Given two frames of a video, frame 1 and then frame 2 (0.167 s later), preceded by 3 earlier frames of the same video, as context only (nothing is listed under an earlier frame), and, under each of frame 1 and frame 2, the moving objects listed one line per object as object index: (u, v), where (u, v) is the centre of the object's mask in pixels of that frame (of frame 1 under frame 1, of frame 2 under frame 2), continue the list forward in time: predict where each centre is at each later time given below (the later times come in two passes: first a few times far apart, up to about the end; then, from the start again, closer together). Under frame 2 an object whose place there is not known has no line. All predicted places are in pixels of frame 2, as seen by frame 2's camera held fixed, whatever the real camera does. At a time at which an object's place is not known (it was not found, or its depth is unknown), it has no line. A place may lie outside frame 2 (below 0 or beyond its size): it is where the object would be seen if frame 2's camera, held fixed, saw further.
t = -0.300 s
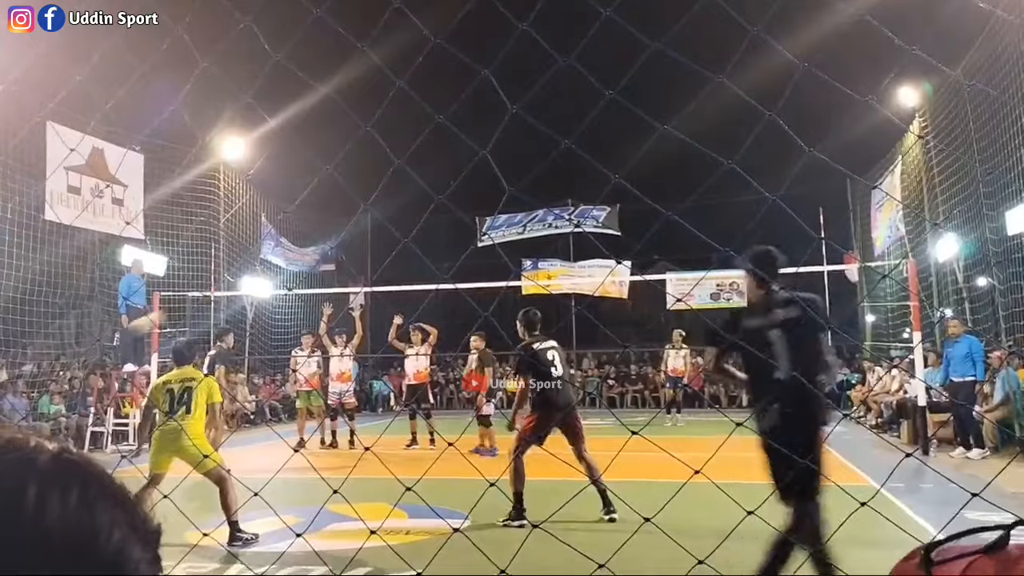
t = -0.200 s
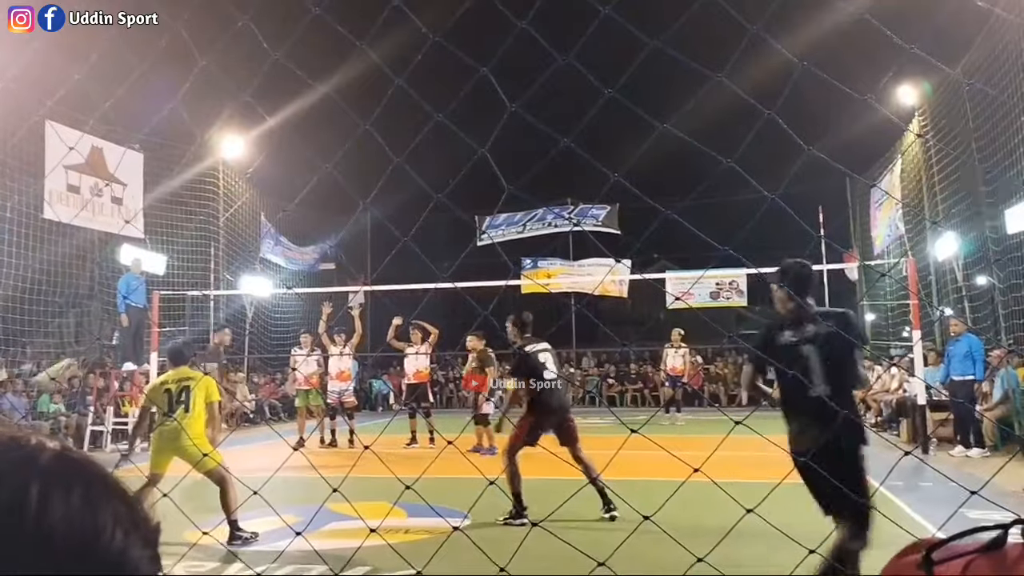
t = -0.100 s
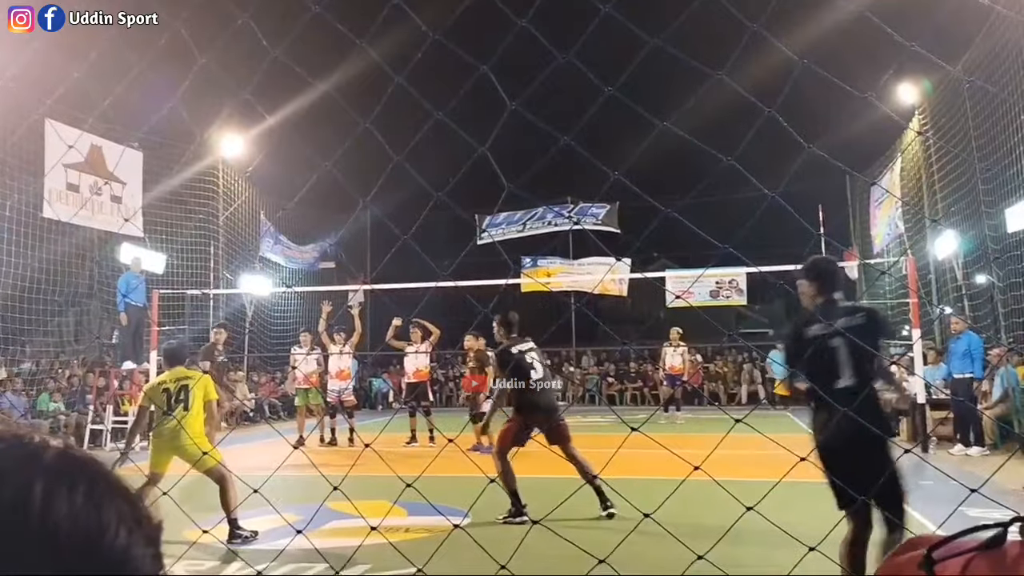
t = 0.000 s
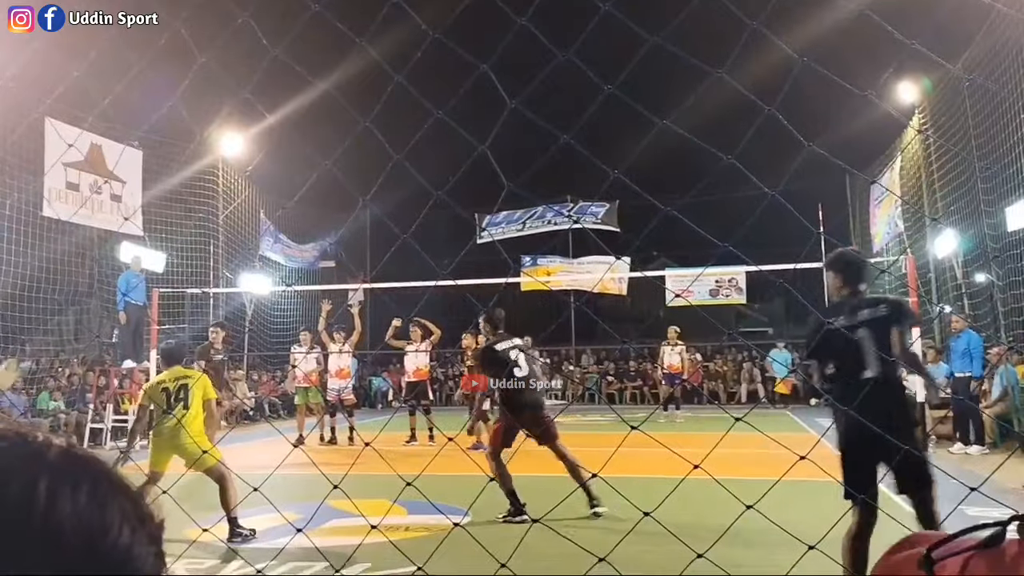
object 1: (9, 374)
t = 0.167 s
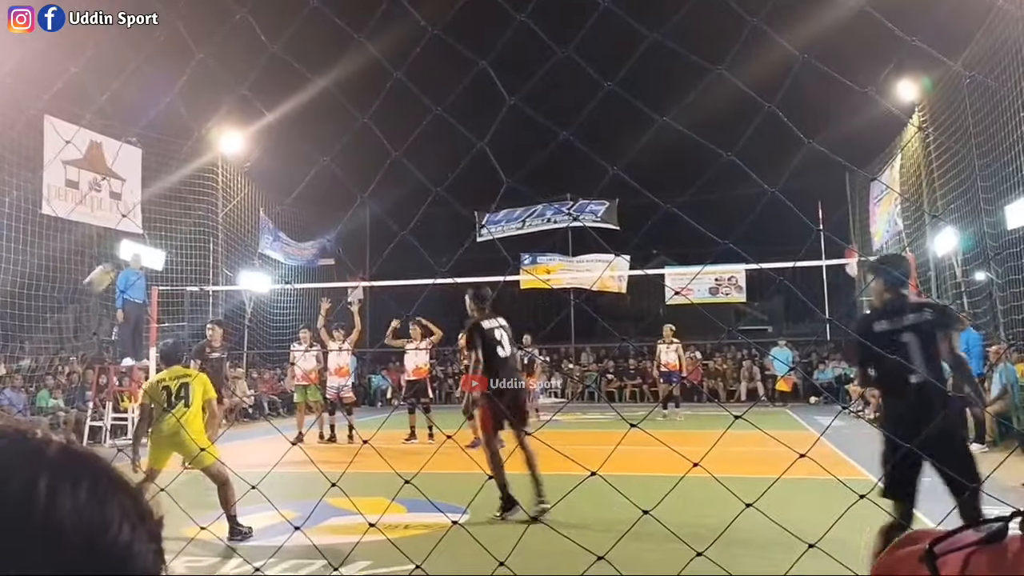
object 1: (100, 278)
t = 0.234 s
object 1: (141, 240)
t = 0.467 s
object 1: (236, 188)
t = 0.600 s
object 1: (287, 174)
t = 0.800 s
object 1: (355, 176)
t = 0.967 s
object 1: (406, 196)
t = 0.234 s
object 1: (141, 240)
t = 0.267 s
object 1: (152, 236)
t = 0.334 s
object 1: (181, 217)
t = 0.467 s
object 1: (236, 188)
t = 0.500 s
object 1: (250, 183)
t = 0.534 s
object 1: (263, 179)
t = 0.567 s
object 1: (275, 176)
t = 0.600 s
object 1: (287, 174)
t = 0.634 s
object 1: (299, 172)
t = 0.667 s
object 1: (311, 172)
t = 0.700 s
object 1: (323, 172)
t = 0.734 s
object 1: (333, 172)
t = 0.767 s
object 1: (345, 174)
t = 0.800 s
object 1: (355, 176)
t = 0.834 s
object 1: (365, 179)
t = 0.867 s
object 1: (376, 182)
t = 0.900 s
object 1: (386, 186)
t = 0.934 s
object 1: (396, 191)
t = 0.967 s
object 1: (406, 196)
